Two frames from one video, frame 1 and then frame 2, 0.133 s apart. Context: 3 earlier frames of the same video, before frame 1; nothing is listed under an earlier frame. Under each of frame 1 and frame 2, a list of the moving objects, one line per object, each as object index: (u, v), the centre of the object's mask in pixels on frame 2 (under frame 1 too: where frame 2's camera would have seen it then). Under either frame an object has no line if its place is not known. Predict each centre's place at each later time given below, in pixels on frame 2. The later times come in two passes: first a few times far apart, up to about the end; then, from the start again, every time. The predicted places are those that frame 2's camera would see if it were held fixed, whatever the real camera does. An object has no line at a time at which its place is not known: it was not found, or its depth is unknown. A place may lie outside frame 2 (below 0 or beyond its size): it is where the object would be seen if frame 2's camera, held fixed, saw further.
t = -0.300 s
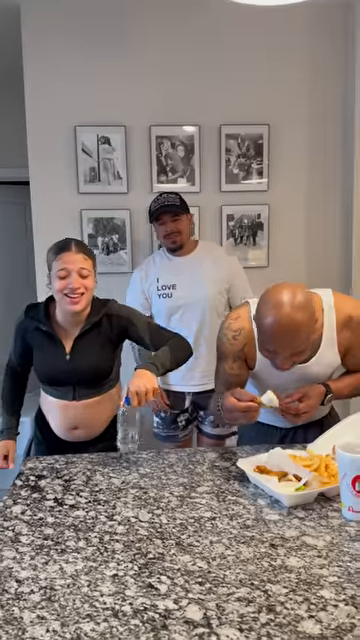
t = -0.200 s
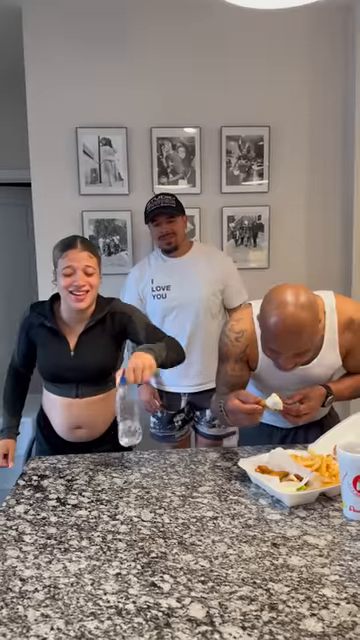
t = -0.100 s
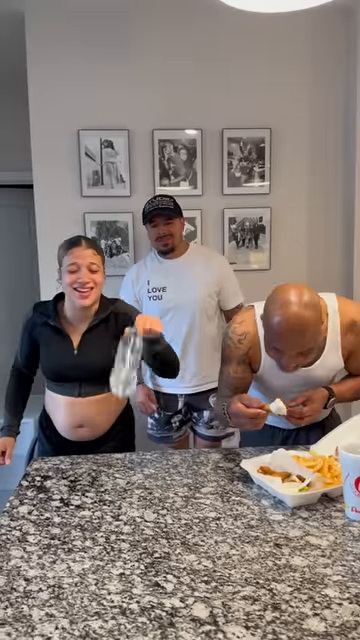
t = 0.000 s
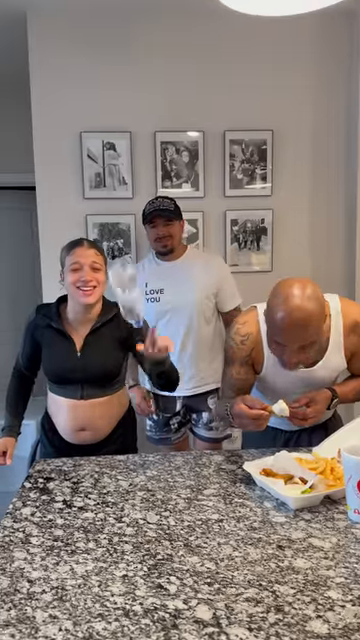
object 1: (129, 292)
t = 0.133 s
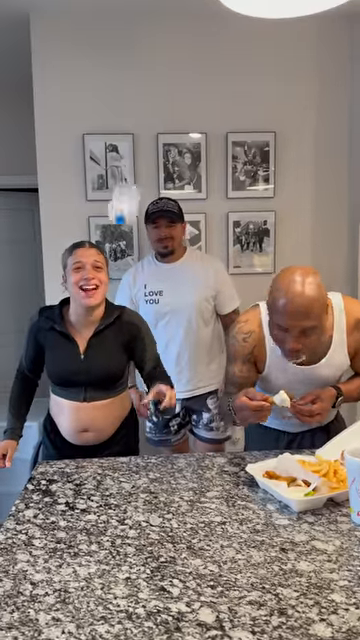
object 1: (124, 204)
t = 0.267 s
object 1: (125, 174)
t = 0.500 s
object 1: (135, 330)
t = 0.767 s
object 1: (147, 463)
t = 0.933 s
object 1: (155, 463)
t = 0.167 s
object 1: (124, 186)
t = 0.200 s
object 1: (124, 175)
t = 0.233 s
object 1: (125, 171)
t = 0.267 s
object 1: (125, 174)
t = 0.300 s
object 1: (127, 182)
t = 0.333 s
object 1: (128, 196)
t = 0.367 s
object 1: (129, 215)
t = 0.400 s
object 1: (131, 237)
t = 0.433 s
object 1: (131, 261)
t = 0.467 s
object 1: (134, 295)
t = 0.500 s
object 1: (135, 330)
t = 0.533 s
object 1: (137, 364)
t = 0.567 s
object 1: (138, 404)
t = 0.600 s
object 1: (140, 437)
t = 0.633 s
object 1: (144, 461)
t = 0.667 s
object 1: (144, 464)
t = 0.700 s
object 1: (145, 464)
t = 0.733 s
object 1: (146, 463)
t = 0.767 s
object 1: (147, 463)
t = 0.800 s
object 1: (148, 463)
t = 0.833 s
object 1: (152, 463)
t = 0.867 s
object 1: (154, 463)
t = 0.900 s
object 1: (155, 463)
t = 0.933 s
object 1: (155, 463)
